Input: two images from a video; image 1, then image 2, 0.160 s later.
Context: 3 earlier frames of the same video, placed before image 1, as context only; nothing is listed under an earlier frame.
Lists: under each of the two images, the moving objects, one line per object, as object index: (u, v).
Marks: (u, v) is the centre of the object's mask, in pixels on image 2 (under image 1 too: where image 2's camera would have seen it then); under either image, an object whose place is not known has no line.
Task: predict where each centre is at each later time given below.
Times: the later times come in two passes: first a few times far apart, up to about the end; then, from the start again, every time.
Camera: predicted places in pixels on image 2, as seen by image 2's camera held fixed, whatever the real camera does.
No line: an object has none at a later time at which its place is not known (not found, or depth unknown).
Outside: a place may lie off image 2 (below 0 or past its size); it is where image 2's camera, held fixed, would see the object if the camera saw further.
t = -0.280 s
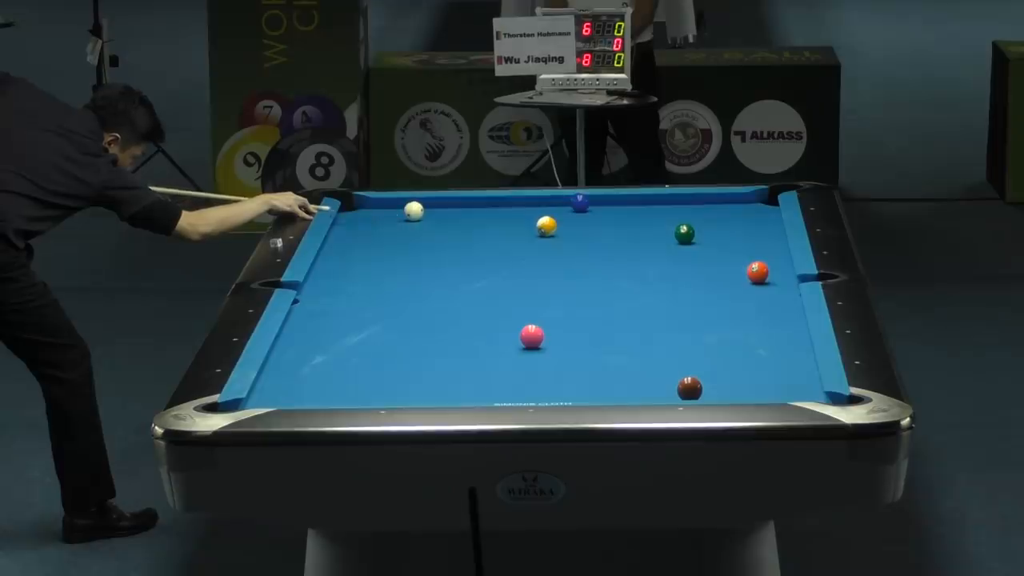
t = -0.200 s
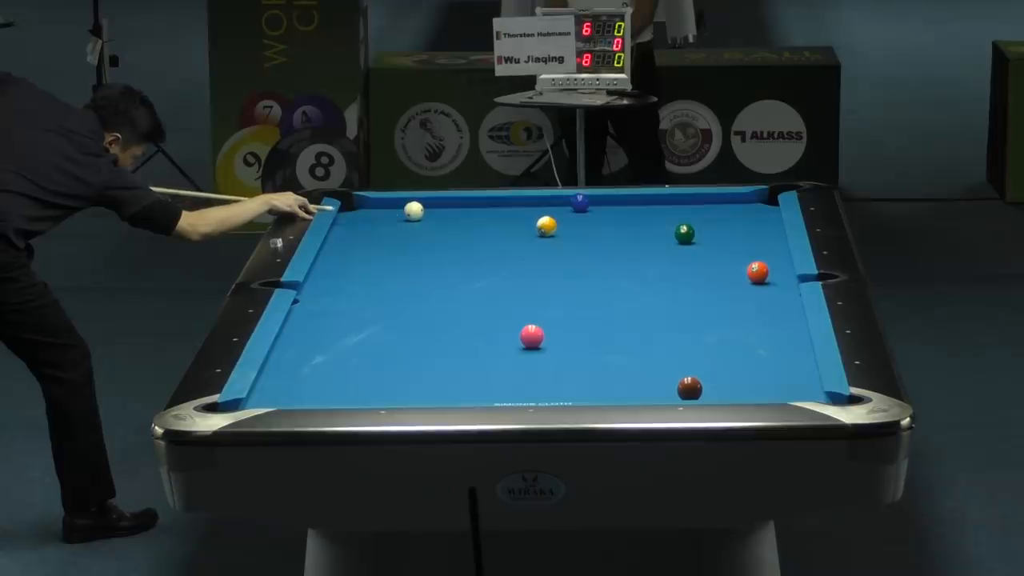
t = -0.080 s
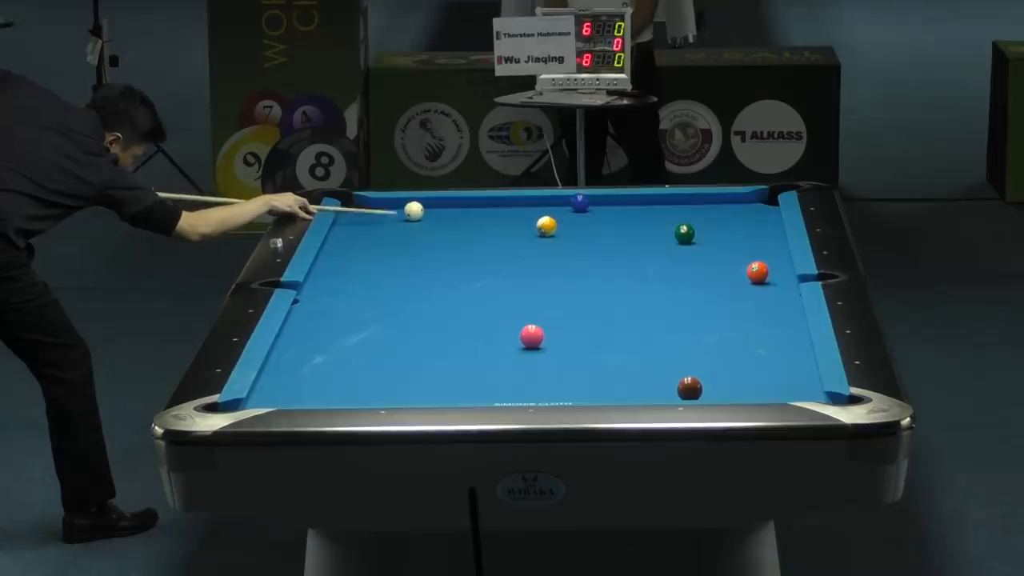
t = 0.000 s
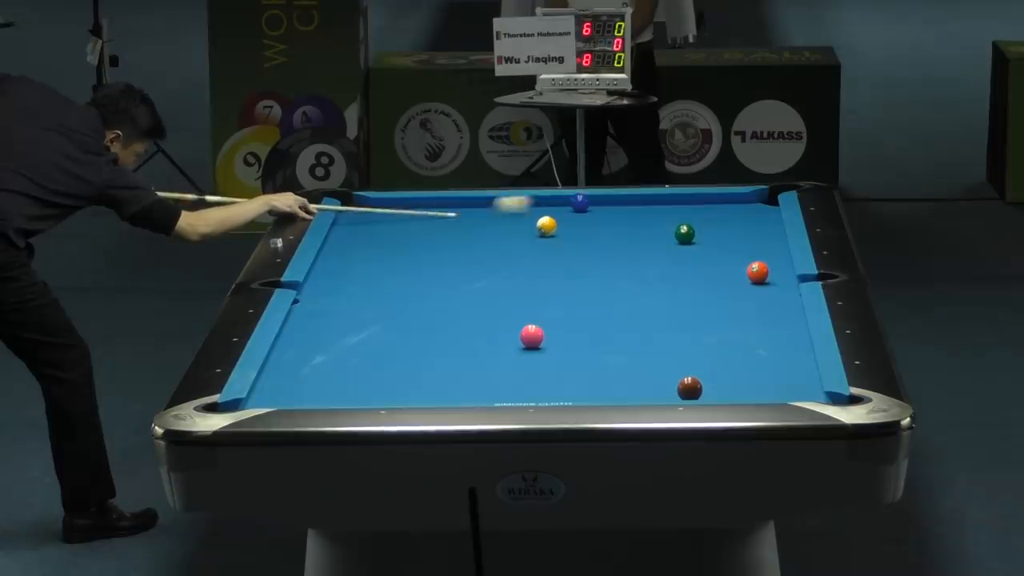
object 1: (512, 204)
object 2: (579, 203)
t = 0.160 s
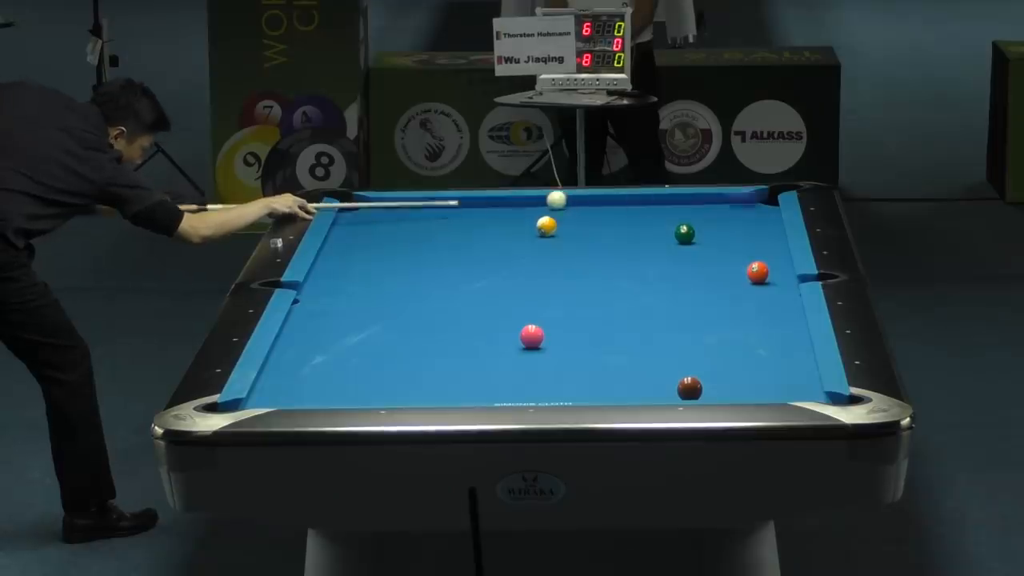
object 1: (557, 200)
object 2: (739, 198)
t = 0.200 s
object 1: (551, 201)
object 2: (773, 197)
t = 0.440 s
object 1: (503, 207)
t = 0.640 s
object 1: (461, 212)
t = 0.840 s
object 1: (420, 217)
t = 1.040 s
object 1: (380, 221)
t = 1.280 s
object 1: (345, 227)
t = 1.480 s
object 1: (366, 231)
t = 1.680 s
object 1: (386, 235)
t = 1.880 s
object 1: (406, 239)
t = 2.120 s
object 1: (429, 244)
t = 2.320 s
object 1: (448, 247)
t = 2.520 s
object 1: (466, 251)
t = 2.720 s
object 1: (483, 254)
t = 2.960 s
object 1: (503, 258)
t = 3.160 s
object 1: (519, 261)
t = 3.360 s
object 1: (534, 264)
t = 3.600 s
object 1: (551, 267)
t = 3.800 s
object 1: (565, 270)
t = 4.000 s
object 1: (577, 272)
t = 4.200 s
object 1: (588, 274)
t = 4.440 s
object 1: (602, 277)
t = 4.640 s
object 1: (612, 279)
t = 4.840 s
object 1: (621, 281)
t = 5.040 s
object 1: (629, 282)
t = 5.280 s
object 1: (637, 284)
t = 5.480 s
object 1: (644, 284)
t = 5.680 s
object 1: (649, 285)
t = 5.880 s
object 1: (653, 286)
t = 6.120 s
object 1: (658, 287)
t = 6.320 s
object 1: (659, 287)
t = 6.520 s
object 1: (661, 287)
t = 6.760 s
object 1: (661, 287)
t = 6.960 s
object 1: (661, 287)
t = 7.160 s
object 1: (661, 287)
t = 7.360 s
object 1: (661, 287)
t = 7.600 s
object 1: (661, 287)
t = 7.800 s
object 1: (661, 287)
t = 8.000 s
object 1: (661, 287)
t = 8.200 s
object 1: (661, 287)
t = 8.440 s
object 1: (661, 287)
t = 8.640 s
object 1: (661, 287)
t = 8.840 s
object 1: (661, 287)
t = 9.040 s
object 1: (661, 287)
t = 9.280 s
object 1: (661, 287)
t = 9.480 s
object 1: (661, 287)
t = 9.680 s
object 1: (661, 287)
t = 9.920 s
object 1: (661, 287)
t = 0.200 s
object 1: (551, 201)
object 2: (773, 197)
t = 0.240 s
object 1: (544, 202)
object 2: (774, 200)
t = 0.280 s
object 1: (537, 203)
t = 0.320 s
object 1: (529, 204)
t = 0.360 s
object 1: (520, 205)
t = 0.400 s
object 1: (512, 206)
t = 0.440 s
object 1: (503, 207)
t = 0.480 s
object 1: (495, 208)
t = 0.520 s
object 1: (486, 209)
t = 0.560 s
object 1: (478, 210)
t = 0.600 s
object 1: (470, 211)
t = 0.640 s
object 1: (461, 212)
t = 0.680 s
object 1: (453, 213)
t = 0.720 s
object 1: (445, 214)
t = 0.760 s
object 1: (436, 215)
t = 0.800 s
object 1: (428, 216)
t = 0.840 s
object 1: (420, 217)
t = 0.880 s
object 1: (412, 217)
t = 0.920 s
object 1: (404, 218)
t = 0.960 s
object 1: (396, 220)
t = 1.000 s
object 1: (388, 220)
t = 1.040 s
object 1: (380, 221)
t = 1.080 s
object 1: (372, 222)
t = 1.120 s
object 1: (364, 223)
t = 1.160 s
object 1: (356, 224)
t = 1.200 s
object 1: (348, 225)
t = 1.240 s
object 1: (341, 226)
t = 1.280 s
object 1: (345, 227)
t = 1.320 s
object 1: (349, 227)
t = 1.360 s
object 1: (354, 228)
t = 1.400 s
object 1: (358, 229)
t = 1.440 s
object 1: (362, 230)
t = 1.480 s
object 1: (366, 231)
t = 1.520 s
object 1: (370, 232)
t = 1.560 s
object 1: (374, 232)
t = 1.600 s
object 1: (378, 233)
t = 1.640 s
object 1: (382, 234)
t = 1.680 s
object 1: (386, 235)
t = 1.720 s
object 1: (390, 236)
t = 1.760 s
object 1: (394, 237)
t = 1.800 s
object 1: (398, 237)
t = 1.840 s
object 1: (402, 238)
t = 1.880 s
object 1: (406, 239)
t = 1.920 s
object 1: (410, 240)
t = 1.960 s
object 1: (414, 240)
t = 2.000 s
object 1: (417, 241)
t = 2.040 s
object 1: (421, 242)
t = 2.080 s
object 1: (425, 243)
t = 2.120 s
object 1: (429, 244)
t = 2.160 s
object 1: (433, 244)
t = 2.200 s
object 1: (437, 245)
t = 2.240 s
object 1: (440, 246)
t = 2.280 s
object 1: (444, 246)
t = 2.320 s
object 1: (448, 247)
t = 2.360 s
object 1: (451, 248)
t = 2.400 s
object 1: (455, 248)
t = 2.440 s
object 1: (459, 249)
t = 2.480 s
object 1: (462, 250)
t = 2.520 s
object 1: (466, 251)
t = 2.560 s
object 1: (470, 251)
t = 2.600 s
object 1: (473, 252)
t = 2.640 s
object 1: (477, 252)
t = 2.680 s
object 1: (480, 253)
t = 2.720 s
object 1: (483, 254)
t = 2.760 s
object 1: (487, 254)
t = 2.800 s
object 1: (490, 256)
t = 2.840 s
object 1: (493, 256)
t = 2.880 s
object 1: (497, 257)
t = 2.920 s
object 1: (500, 257)
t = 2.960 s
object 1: (503, 258)
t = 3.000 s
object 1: (506, 258)
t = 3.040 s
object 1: (509, 259)
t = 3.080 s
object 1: (513, 259)
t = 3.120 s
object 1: (516, 260)
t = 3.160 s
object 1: (519, 261)
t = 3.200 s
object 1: (522, 261)
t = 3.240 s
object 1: (525, 262)
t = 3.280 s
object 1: (528, 263)
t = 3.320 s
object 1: (531, 263)
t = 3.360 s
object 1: (534, 264)
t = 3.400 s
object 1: (537, 264)
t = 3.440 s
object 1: (540, 265)
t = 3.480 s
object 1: (543, 266)
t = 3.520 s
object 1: (545, 266)
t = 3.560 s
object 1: (548, 266)
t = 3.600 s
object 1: (551, 267)
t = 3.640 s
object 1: (554, 268)
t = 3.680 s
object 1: (557, 268)
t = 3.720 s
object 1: (559, 269)
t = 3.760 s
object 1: (562, 269)
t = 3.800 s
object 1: (565, 270)
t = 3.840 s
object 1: (567, 270)
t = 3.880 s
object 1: (570, 271)
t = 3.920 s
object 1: (572, 271)
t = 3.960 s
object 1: (574, 272)
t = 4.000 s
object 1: (577, 272)
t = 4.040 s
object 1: (579, 272)
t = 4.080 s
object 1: (582, 273)
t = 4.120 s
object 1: (584, 273)
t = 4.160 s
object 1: (586, 274)
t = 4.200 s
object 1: (588, 274)
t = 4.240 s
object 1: (591, 275)
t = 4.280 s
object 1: (593, 275)
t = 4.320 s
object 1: (595, 276)
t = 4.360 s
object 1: (597, 276)
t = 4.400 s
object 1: (599, 277)
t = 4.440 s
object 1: (602, 277)
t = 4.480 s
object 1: (604, 277)
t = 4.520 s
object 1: (605, 277)
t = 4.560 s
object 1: (608, 278)
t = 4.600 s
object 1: (609, 278)
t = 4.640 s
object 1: (612, 279)
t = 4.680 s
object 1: (613, 279)
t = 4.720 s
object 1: (615, 279)
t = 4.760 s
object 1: (617, 280)
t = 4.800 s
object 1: (619, 280)
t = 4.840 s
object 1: (621, 281)
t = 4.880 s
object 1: (622, 281)
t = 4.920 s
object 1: (624, 281)
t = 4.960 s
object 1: (625, 281)
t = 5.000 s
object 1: (627, 281)
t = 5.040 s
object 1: (629, 282)
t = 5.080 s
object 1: (630, 282)
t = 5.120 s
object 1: (632, 283)
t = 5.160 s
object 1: (634, 283)
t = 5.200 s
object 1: (635, 283)
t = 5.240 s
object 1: (636, 283)
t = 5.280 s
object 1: (637, 284)
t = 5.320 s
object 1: (639, 284)
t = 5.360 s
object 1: (640, 284)
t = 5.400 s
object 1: (641, 284)
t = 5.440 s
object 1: (642, 284)
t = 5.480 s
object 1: (644, 284)
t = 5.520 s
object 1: (645, 285)
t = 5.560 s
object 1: (646, 285)
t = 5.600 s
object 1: (647, 285)
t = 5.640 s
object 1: (648, 285)
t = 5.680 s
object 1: (649, 285)
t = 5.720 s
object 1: (650, 286)
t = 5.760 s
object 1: (651, 286)
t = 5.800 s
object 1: (652, 286)
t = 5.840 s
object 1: (653, 286)
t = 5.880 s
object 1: (653, 286)
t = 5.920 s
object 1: (654, 286)
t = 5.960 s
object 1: (655, 286)
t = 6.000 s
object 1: (656, 286)
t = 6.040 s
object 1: (656, 287)
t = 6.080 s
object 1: (657, 287)
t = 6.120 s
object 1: (658, 287)
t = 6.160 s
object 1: (658, 287)
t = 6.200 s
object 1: (658, 287)
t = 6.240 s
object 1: (659, 287)
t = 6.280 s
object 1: (659, 287)
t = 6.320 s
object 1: (659, 287)
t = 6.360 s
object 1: (660, 287)
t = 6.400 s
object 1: (660, 287)
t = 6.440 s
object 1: (660, 287)
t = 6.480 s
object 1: (660, 287)
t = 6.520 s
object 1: (661, 287)
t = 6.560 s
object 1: (661, 287)
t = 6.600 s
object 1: (661, 287)
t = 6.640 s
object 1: (661, 287)
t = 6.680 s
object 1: (661, 287)
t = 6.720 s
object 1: (661, 287)
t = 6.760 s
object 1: (661, 287)
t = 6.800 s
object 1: (661, 287)
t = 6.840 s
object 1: (661, 287)
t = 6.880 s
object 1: (661, 287)
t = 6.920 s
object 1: (661, 287)
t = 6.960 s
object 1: (661, 287)
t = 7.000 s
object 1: (661, 287)
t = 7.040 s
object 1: (661, 287)
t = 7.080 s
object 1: (661, 287)
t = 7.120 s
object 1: (661, 287)
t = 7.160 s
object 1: (661, 287)
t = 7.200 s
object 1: (661, 287)
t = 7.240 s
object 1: (661, 287)
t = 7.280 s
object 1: (661, 287)
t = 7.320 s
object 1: (661, 287)
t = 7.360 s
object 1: (661, 287)
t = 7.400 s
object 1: (661, 287)
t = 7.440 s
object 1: (661, 287)
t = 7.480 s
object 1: (661, 287)
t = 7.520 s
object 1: (661, 287)
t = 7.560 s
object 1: (661, 287)
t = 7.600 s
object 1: (661, 287)
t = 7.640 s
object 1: (661, 287)
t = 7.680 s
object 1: (661, 287)
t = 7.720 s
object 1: (661, 287)
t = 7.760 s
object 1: (661, 287)
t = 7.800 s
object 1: (661, 287)
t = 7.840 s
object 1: (661, 287)
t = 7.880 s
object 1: (661, 287)
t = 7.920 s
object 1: (661, 287)
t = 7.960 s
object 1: (661, 287)
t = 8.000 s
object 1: (661, 287)
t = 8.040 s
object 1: (661, 287)
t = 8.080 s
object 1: (661, 287)
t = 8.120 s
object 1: (661, 287)
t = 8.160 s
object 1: (661, 287)
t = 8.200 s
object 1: (661, 287)
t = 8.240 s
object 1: (661, 287)
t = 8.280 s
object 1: (661, 287)
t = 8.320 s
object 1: (661, 287)
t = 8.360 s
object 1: (661, 287)
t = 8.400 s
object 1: (661, 287)
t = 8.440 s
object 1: (661, 287)
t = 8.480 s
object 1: (661, 287)
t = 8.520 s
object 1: (661, 287)
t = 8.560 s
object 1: (661, 287)
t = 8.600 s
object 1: (661, 287)
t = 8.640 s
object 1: (661, 287)
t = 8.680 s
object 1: (661, 287)
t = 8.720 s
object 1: (661, 287)
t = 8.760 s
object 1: (661, 287)
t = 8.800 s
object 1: (661, 287)
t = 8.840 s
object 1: (661, 287)
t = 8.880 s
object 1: (661, 287)
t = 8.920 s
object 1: (661, 287)
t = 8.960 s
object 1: (661, 287)
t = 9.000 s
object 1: (661, 287)
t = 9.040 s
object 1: (661, 287)
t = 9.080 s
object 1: (661, 287)
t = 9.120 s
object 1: (661, 287)
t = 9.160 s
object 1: (661, 287)
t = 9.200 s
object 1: (661, 287)
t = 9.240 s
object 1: (661, 287)
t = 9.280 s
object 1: (661, 287)
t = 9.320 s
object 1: (661, 287)
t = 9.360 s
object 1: (661, 287)
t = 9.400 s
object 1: (661, 287)
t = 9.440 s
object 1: (661, 287)
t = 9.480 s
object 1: (661, 287)
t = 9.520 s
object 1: (661, 287)
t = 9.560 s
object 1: (661, 287)
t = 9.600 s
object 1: (661, 287)
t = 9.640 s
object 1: (661, 287)
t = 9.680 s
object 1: (661, 287)
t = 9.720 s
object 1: (661, 287)
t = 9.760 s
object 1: (661, 287)
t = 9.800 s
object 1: (661, 287)
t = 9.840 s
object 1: (661, 287)
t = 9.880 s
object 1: (661, 287)
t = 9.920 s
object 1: (661, 287)
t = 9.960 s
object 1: (661, 287)
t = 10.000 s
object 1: (661, 287)
